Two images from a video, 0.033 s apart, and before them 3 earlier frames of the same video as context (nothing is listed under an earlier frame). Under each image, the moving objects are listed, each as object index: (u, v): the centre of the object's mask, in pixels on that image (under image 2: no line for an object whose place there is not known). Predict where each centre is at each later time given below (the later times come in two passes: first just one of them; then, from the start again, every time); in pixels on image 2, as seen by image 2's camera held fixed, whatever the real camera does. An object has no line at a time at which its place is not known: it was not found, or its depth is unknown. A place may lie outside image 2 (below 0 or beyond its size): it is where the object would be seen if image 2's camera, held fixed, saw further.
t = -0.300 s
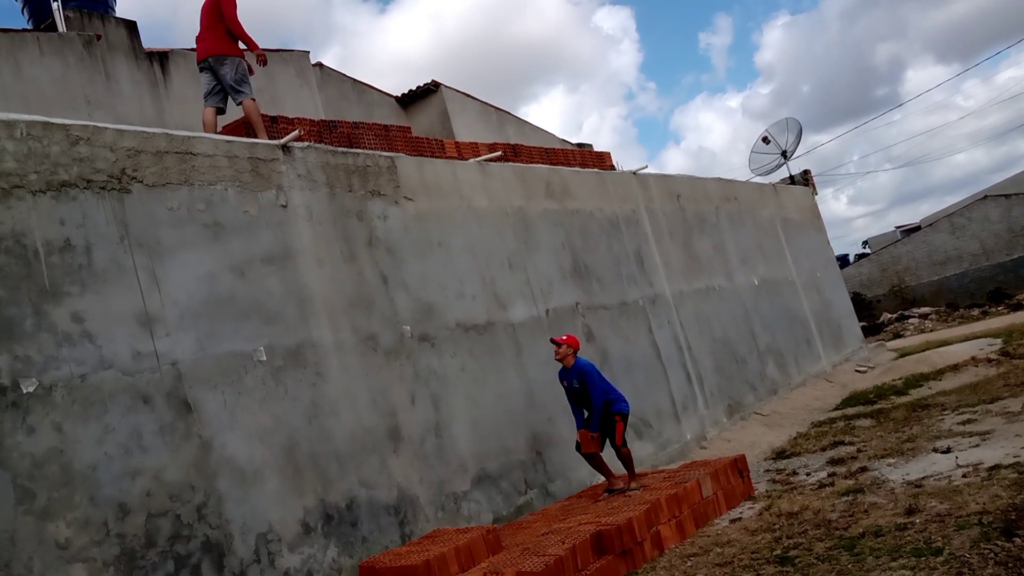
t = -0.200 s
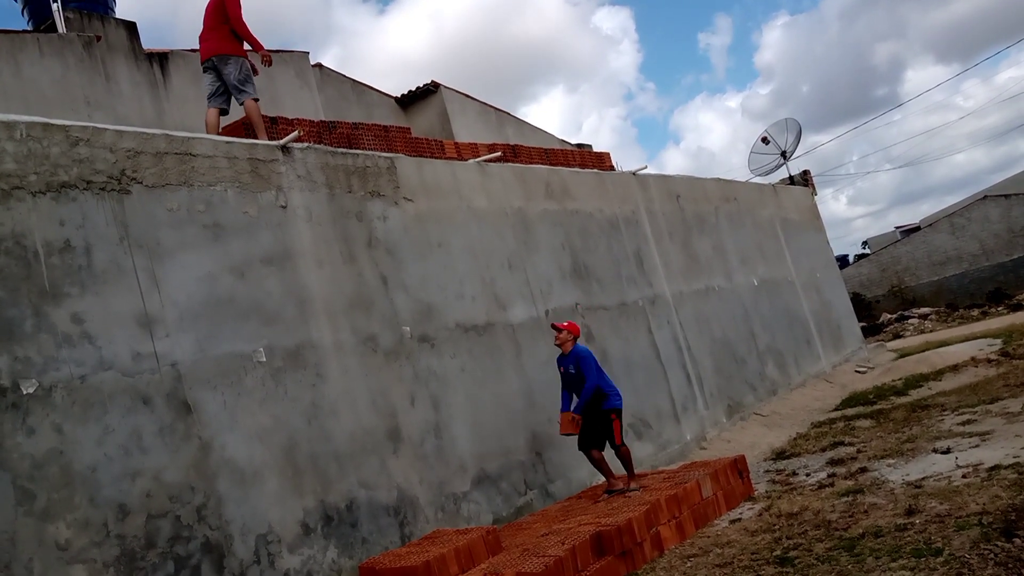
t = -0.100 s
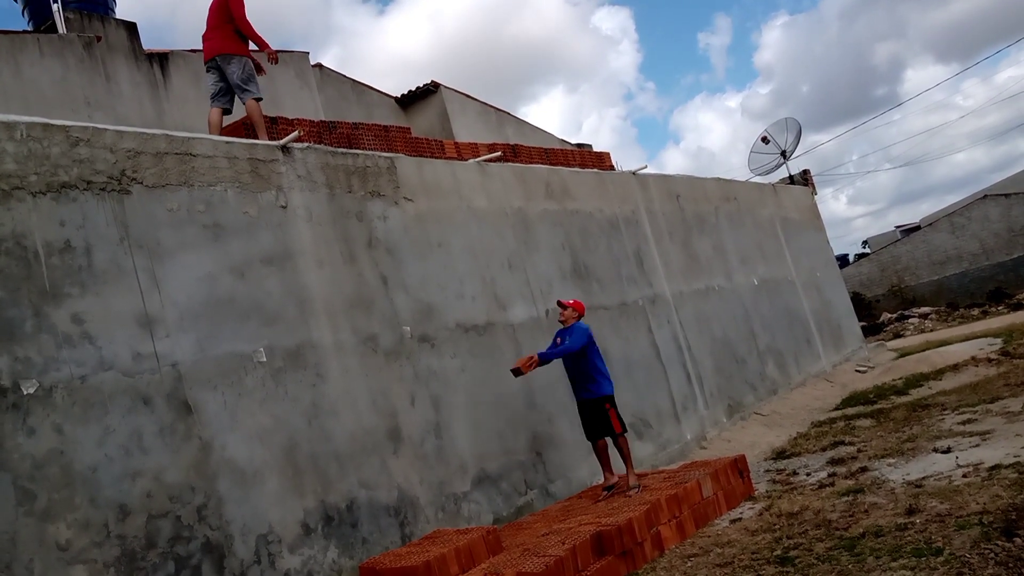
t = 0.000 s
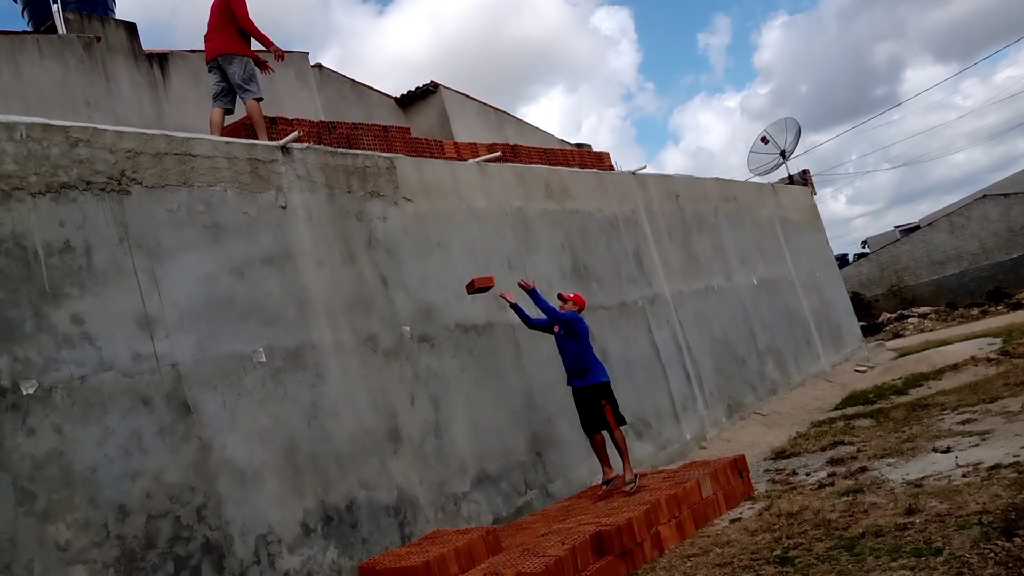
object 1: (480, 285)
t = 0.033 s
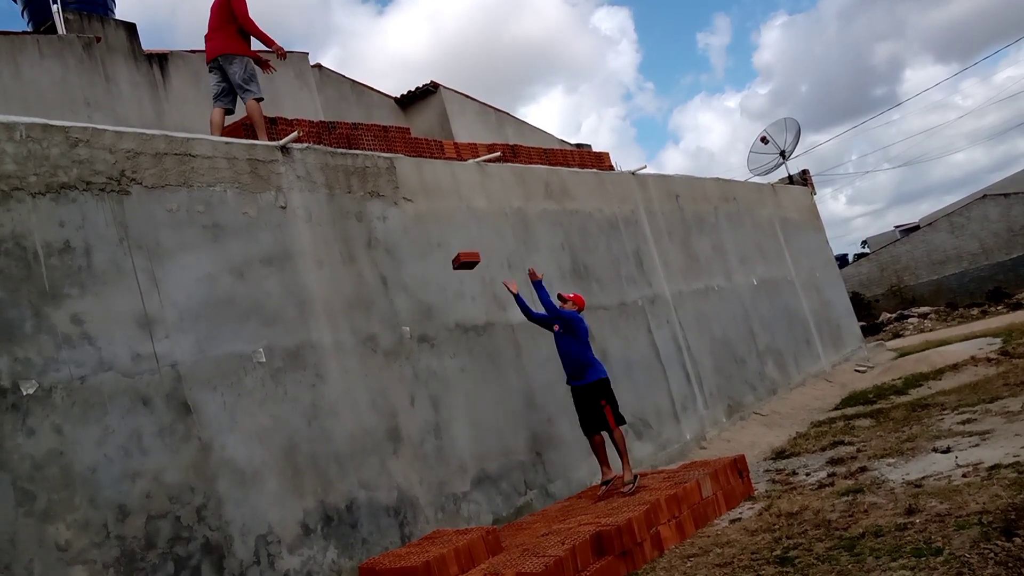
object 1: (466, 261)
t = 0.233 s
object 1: (390, 137)
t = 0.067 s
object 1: (452, 237)
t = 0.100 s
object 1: (439, 214)
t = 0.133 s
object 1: (427, 193)
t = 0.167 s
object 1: (414, 173)
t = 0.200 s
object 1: (402, 155)
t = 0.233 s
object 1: (390, 137)
